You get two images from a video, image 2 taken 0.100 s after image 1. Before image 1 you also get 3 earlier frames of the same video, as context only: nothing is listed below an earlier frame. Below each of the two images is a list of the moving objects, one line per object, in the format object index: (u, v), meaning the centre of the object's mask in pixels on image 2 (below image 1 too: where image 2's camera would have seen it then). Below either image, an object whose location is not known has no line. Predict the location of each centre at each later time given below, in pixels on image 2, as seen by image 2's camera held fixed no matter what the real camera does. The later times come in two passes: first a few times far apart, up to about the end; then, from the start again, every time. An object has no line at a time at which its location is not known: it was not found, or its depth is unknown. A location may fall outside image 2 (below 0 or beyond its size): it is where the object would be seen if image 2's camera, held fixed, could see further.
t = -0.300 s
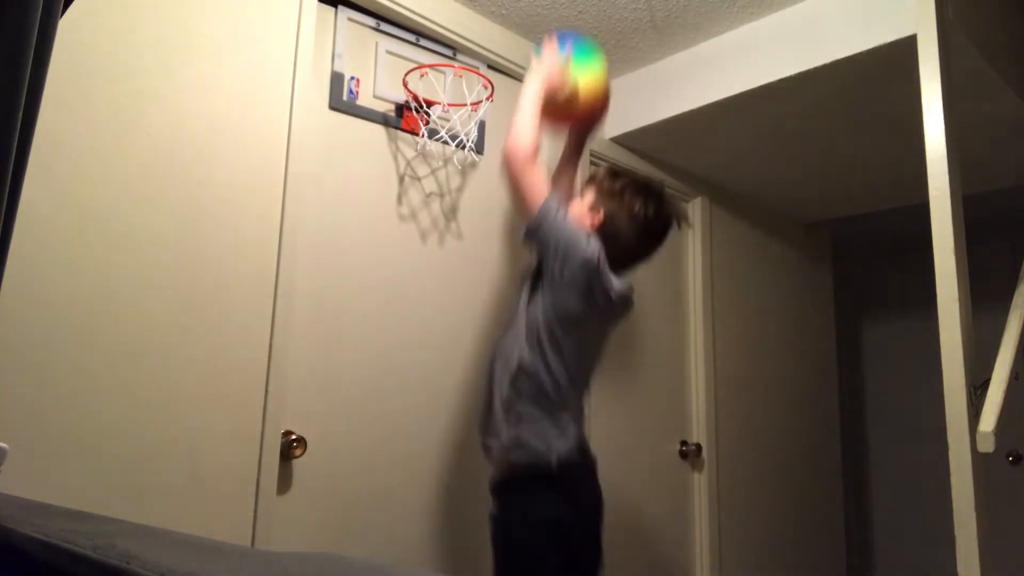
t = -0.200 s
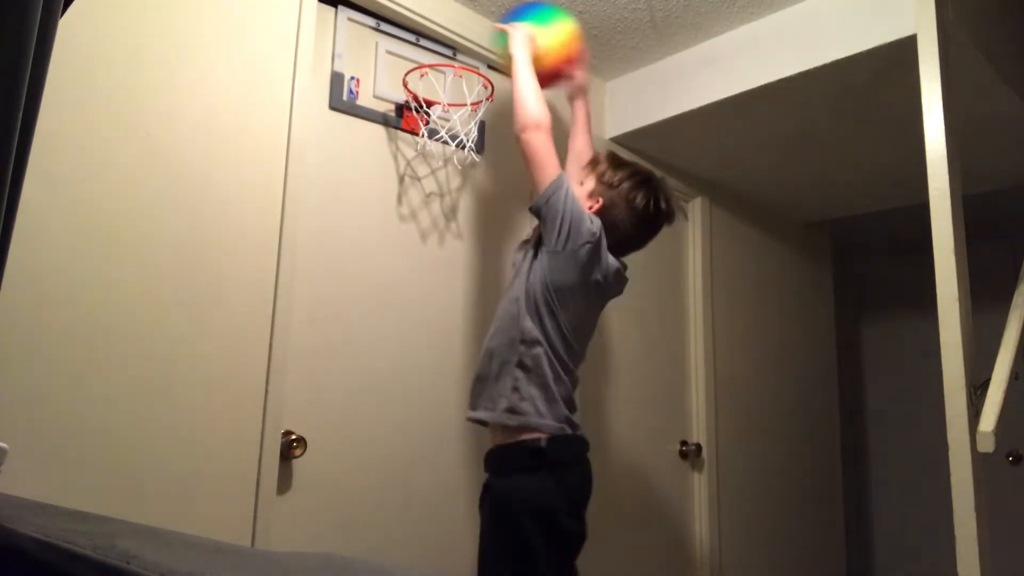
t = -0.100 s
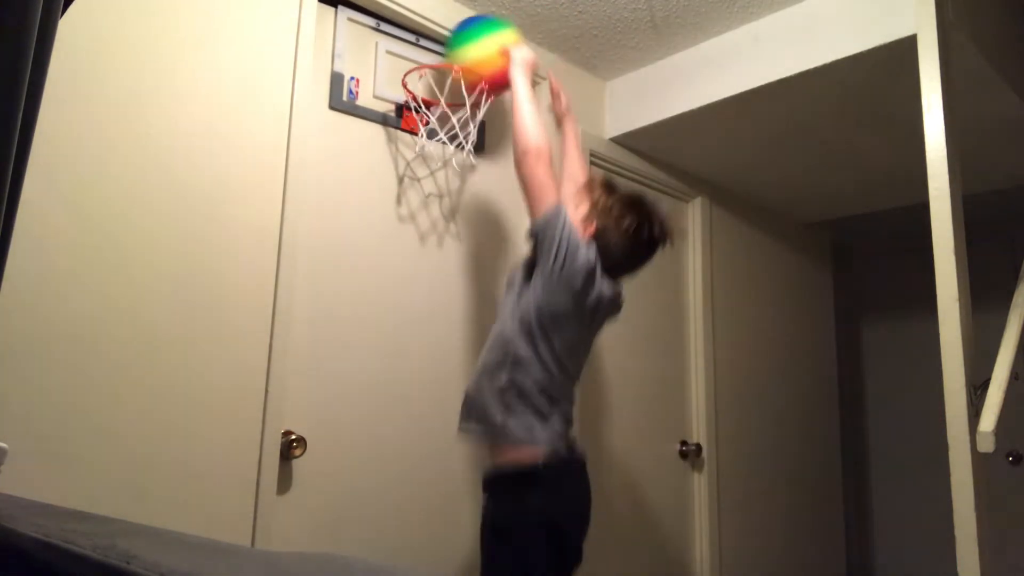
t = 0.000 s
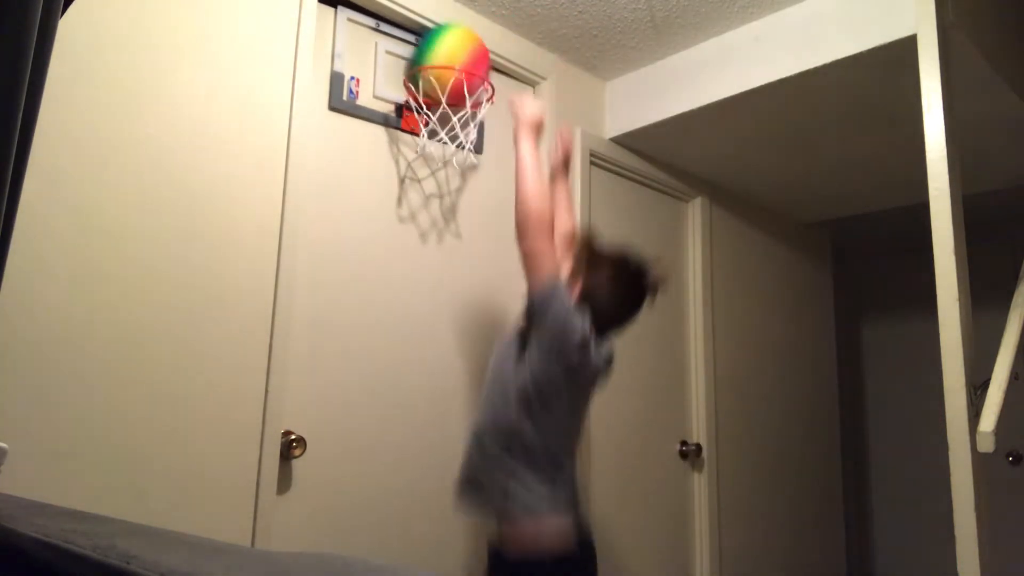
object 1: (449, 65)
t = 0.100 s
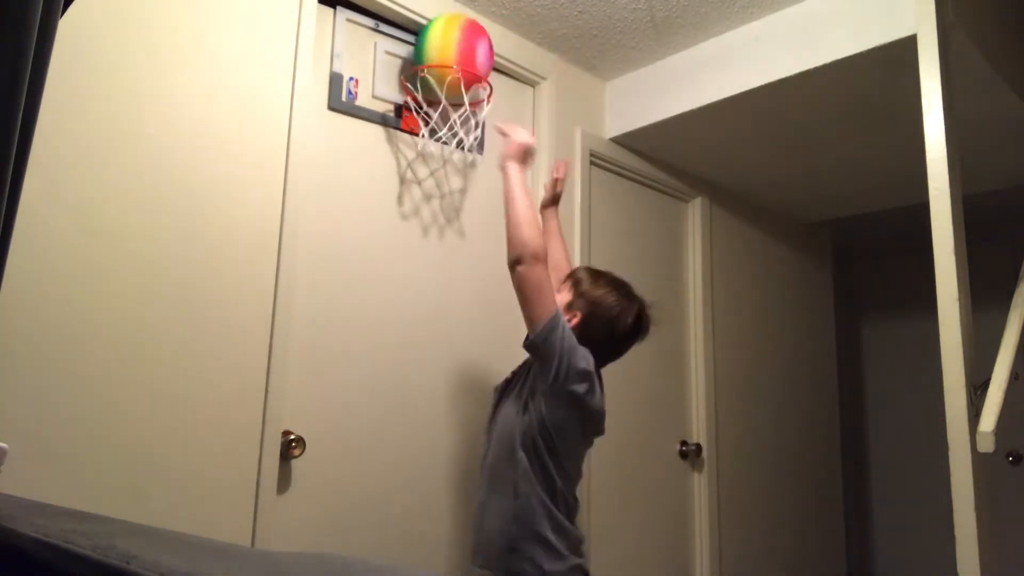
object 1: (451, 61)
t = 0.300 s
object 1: (445, 95)
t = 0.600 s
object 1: (441, 176)
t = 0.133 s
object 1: (452, 63)
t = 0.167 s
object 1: (454, 67)
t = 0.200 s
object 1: (448, 76)
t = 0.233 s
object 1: (444, 89)
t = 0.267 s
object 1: (443, 92)
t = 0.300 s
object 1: (445, 95)
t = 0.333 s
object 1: (446, 103)
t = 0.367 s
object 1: (446, 109)
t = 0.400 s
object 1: (446, 114)
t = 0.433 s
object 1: (445, 123)
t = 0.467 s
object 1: (444, 131)
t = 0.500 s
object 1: (443, 139)
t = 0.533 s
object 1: (443, 147)
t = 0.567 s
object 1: (442, 159)
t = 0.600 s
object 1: (441, 176)
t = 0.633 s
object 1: (440, 192)
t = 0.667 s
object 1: (439, 216)
